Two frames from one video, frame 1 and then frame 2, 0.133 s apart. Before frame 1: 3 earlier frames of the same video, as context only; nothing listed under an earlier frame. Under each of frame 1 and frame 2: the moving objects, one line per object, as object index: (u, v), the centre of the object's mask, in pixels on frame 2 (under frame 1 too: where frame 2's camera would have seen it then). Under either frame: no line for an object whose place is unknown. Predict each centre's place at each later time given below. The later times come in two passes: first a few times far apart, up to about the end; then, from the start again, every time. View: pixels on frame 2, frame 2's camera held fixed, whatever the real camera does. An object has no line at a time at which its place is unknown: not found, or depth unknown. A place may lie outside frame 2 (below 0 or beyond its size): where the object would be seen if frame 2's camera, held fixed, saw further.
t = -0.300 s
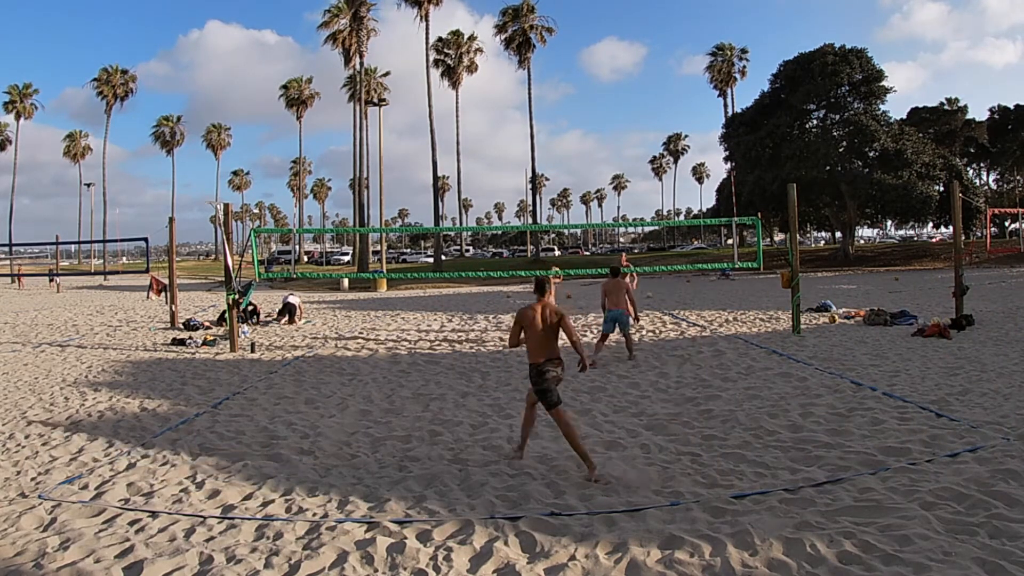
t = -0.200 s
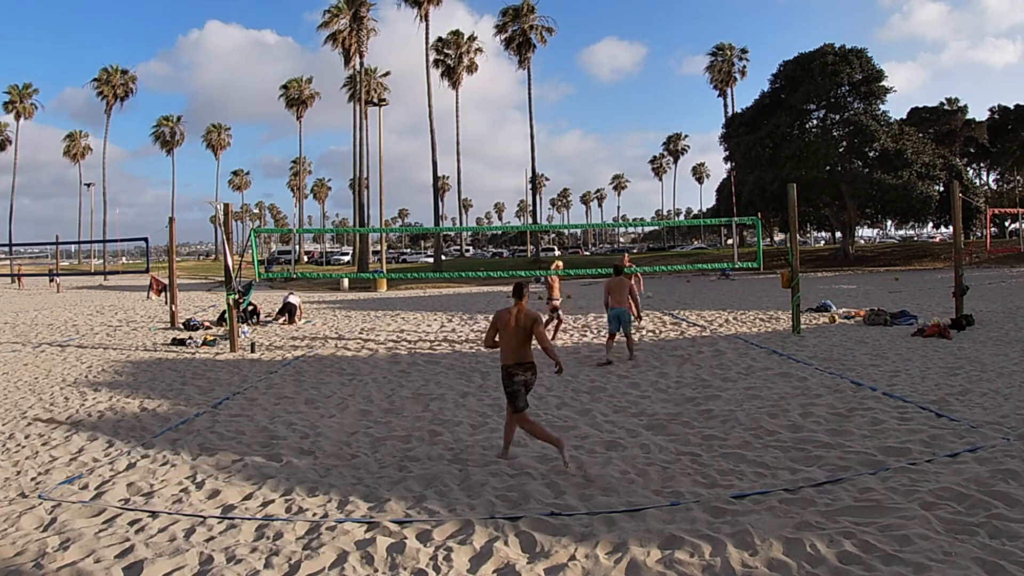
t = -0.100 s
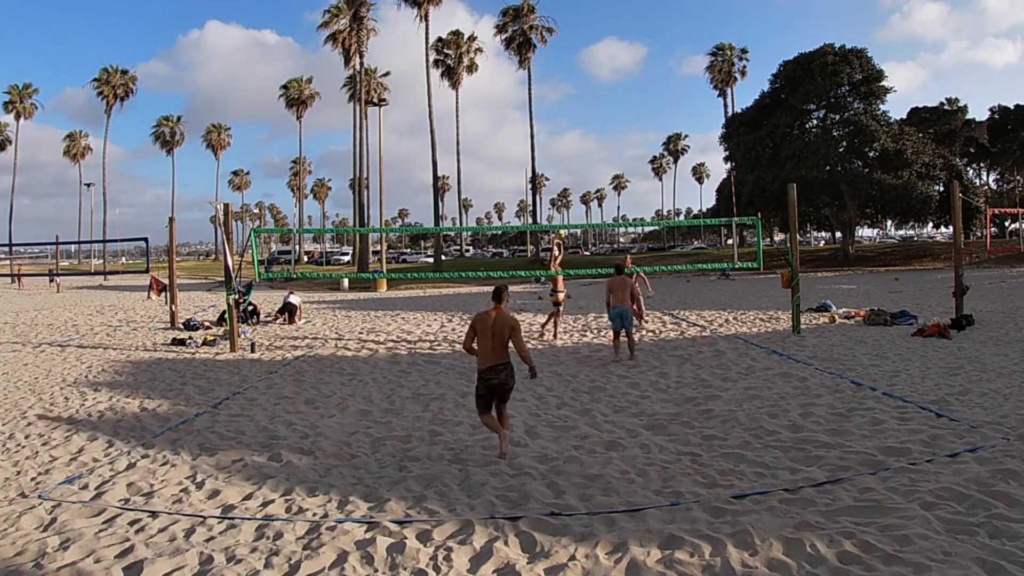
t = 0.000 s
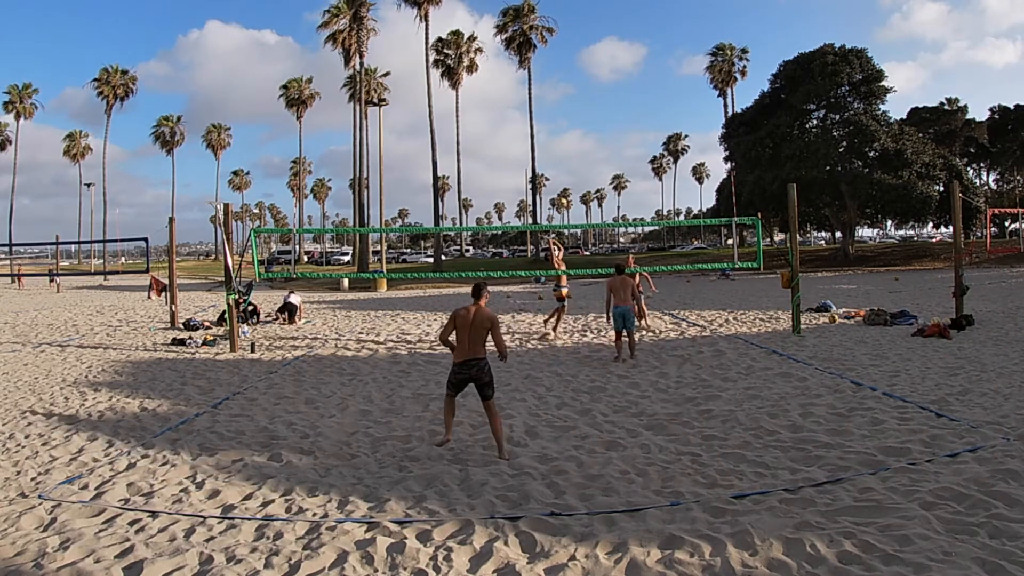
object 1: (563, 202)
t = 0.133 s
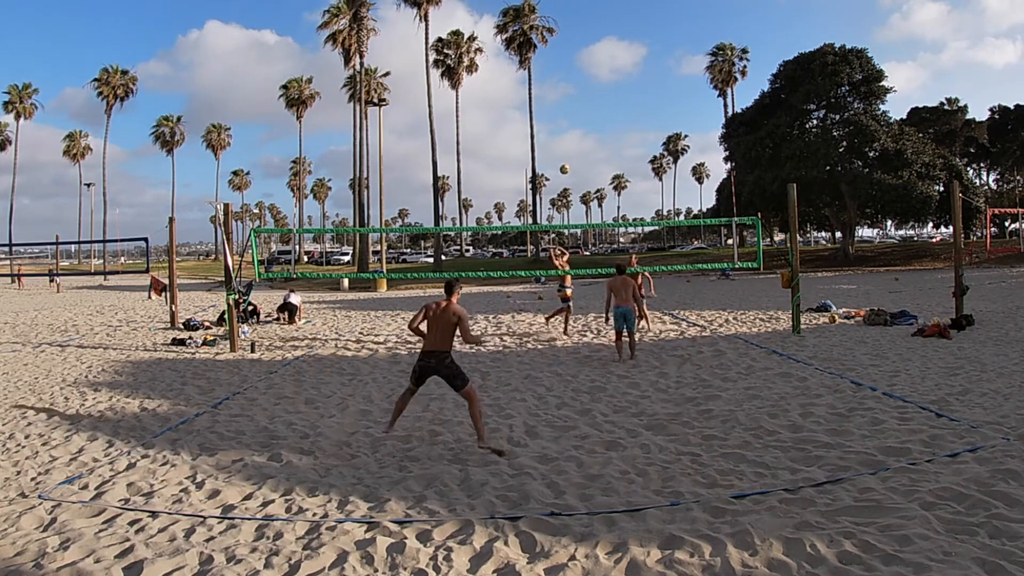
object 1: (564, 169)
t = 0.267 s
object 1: (566, 144)
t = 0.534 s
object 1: (572, 118)
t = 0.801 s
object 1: (577, 129)
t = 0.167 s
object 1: (565, 162)
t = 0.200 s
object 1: (565, 155)
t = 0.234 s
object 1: (566, 149)
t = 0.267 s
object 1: (566, 144)
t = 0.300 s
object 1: (567, 139)
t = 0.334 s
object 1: (567, 133)
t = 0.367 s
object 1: (568, 131)
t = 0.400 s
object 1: (569, 127)
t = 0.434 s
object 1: (570, 122)
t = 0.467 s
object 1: (571, 120)
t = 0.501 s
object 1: (571, 119)
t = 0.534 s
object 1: (572, 118)
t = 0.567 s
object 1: (572, 118)
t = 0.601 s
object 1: (573, 118)
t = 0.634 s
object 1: (574, 119)
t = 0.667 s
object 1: (574, 120)
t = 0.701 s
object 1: (575, 121)
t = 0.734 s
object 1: (576, 124)
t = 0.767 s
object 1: (576, 126)
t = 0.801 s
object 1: (577, 129)
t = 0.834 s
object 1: (578, 133)
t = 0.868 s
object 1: (579, 138)
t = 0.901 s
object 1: (580, 142)
